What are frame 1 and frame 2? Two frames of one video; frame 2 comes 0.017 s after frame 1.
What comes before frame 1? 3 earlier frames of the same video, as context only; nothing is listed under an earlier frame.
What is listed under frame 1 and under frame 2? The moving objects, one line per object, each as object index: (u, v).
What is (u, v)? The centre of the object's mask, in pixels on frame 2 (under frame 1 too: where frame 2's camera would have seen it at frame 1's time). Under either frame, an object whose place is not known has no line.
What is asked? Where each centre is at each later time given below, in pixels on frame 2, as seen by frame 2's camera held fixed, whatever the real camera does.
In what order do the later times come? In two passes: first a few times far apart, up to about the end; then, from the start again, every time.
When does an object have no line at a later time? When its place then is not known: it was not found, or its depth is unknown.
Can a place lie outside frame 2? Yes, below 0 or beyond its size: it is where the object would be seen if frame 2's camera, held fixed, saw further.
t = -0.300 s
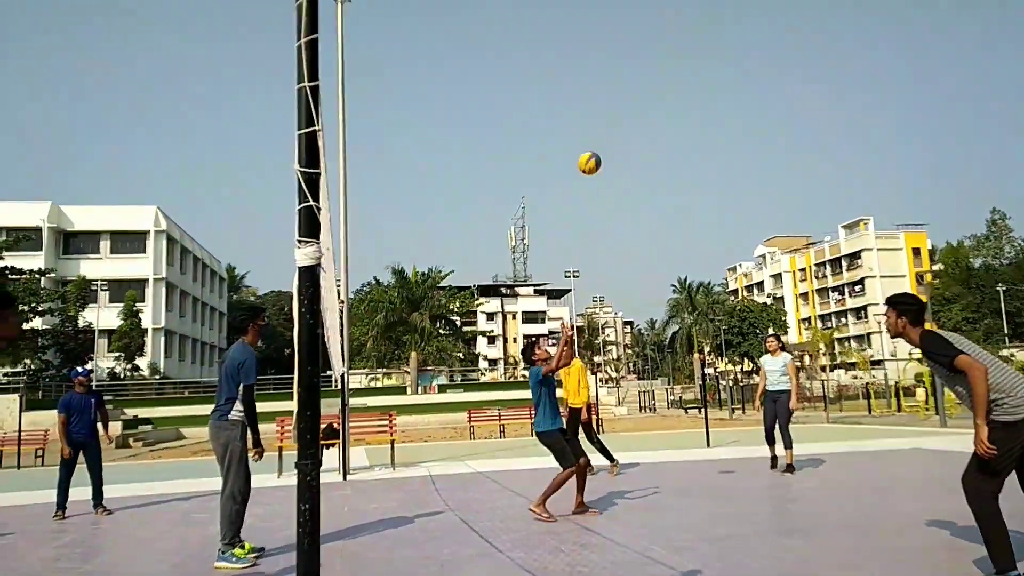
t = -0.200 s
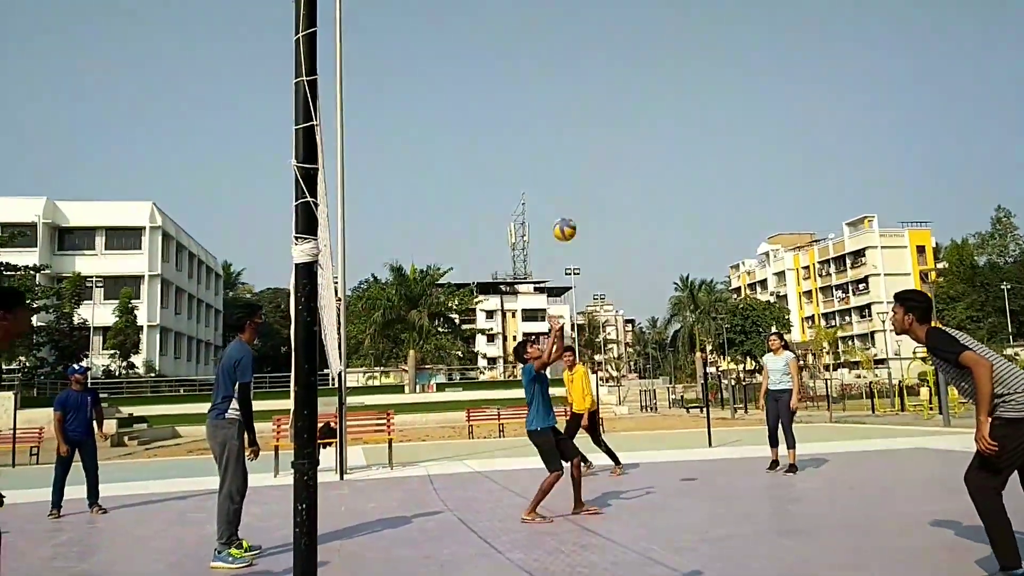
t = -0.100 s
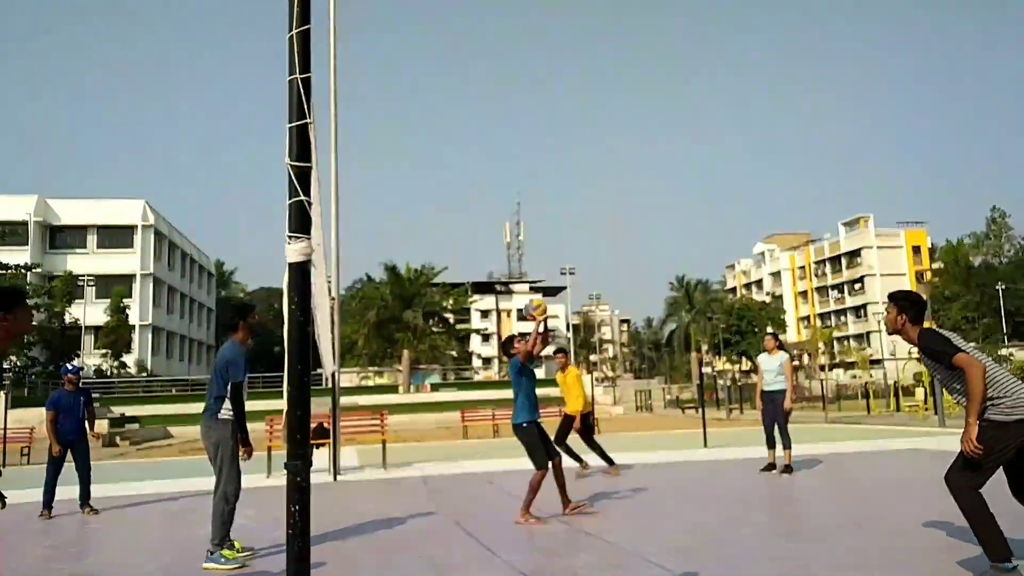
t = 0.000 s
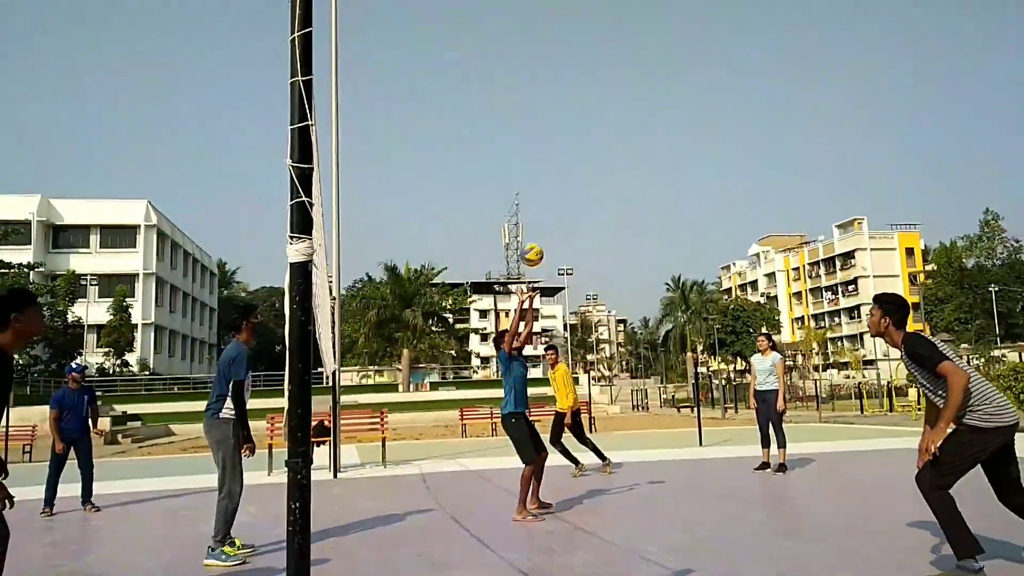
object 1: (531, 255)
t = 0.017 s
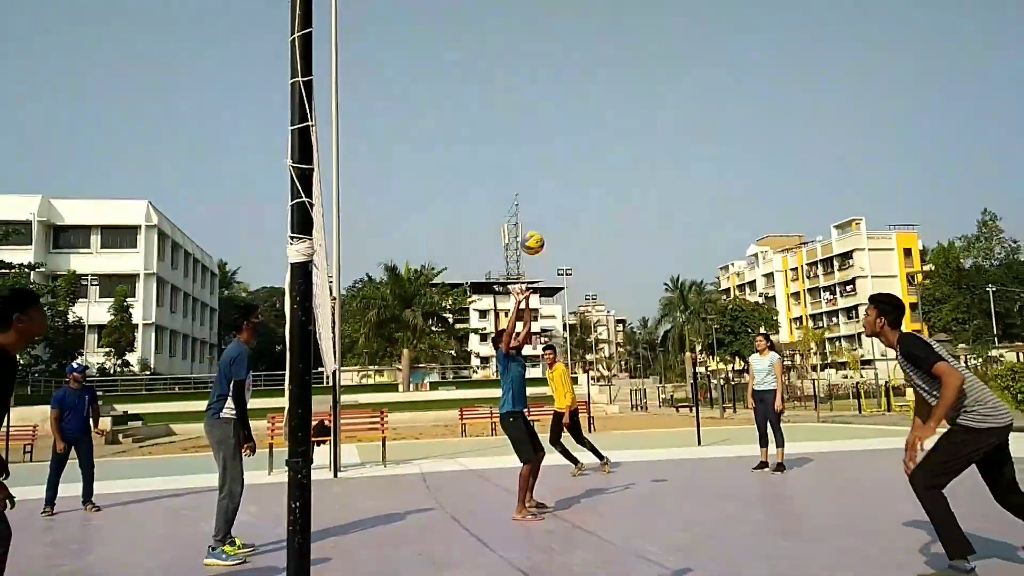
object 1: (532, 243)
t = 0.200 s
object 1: (549, 132)
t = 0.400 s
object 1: (571, 47)
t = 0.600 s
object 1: (595, 4)
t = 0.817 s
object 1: (628, 5)
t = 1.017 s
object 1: (664, 58)
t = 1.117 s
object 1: (684, 108)
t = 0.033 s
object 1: (533, 232)
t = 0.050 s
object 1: (535, 221)
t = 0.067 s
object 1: (537, 210)
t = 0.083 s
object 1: (539, 199)
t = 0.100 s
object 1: (540, 188)
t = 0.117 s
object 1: (541, 178)
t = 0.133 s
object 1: (543, 169)
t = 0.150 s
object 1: (544, 159)
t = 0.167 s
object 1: (545, 150)
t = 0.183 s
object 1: (547, 141)
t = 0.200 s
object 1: (549, 132)
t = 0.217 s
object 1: (550, 123)
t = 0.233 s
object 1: (552, 115)
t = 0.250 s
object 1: (554, 107)
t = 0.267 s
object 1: (556, 99)
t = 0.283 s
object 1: (558, 92)
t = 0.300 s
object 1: (560, 85)
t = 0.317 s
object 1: (561, 77)
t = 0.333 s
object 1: (563, 71)
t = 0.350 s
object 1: (565, 64)
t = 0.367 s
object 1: (567, 59)
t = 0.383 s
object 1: (569, 52)
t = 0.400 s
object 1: (571, 47)
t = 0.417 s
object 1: (573, 41)
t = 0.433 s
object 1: (574, 37)
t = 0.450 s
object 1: (576, 32)
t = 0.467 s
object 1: (579, 27)
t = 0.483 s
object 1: (581, 23)
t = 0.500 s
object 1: (583, 19)
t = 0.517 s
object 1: (585, 16)
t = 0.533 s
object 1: (587, 12)
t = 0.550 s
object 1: (589, 9)
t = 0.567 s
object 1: (591, 6)
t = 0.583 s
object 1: (594, 5)
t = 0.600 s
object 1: (595, 4)
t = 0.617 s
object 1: (598, 4)
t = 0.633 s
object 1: (600, 3)
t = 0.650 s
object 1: (602, 3)
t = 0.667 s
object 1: (604, 2)
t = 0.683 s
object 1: (607, 2)
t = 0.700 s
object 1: (609, 2)
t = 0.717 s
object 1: (612, 2)
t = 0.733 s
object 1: (614, 2)
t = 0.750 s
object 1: (617, 2)
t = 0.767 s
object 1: (620, 3)
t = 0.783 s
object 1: (622, 4)
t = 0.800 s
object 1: (625, 4)
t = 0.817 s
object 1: (628, 5)
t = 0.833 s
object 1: (631, 7)
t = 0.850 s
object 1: (633, 9)
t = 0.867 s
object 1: (636, 11)
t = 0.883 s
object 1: (639, 14)
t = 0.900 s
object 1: (642, 18)
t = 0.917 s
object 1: (645, 23)
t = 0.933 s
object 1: (648, 28)
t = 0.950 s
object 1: (651, 33)
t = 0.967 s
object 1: (654, 38)
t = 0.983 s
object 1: (657, 44)
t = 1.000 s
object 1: (660, 51)
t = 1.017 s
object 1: (664, 58)
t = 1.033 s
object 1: (667, 65)
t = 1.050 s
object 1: (670, 73)
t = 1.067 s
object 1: (674, 81)
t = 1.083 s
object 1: (677, 89)
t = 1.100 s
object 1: (681, 99)
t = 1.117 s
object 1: (684, 108)
